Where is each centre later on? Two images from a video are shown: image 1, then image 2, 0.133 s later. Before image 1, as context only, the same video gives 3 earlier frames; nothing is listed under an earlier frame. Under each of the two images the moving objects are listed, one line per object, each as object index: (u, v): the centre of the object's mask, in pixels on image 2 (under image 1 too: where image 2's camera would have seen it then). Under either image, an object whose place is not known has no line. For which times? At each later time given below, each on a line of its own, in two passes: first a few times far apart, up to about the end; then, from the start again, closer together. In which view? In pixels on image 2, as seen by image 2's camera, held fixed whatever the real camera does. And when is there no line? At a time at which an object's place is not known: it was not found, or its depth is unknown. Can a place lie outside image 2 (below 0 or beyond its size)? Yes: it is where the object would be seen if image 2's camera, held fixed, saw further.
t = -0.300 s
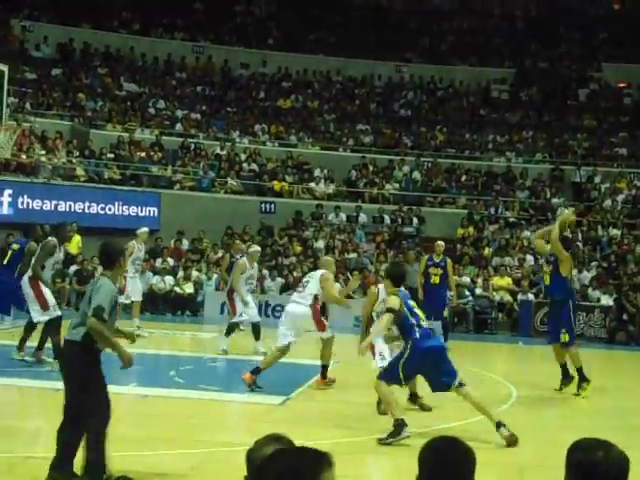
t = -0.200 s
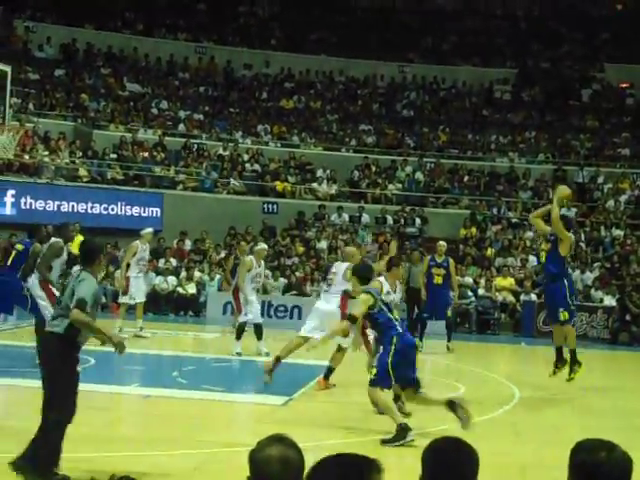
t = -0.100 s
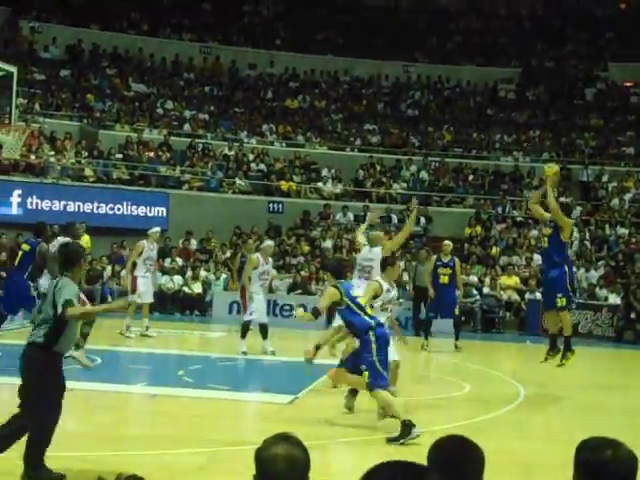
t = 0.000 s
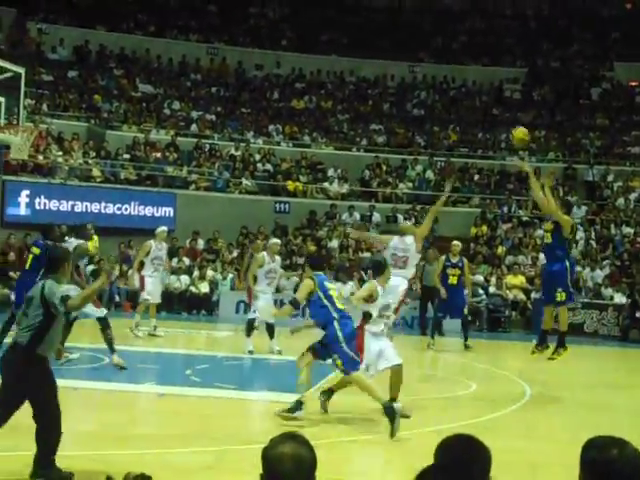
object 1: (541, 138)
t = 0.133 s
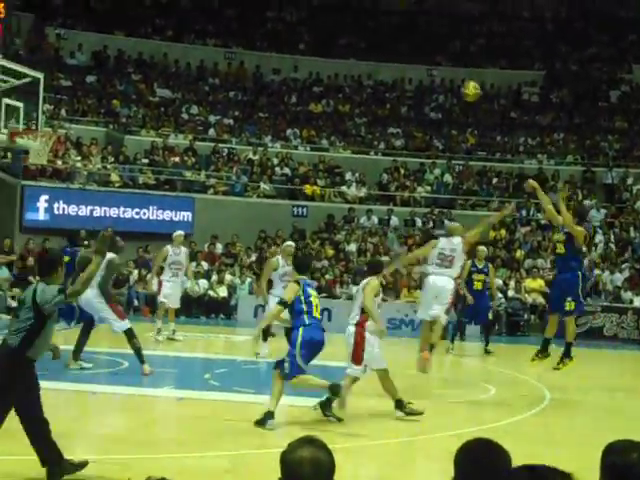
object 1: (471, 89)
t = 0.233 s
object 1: (421, 62)
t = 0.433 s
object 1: (325, 34)
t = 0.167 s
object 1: (453, 80)
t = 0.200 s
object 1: (437, 70)
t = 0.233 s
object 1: (421, 62)
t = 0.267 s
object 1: (404, 56)
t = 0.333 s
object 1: (371, 45)
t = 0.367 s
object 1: (356, 40)
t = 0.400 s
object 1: (341, 36)
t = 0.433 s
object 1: (325, 34)
